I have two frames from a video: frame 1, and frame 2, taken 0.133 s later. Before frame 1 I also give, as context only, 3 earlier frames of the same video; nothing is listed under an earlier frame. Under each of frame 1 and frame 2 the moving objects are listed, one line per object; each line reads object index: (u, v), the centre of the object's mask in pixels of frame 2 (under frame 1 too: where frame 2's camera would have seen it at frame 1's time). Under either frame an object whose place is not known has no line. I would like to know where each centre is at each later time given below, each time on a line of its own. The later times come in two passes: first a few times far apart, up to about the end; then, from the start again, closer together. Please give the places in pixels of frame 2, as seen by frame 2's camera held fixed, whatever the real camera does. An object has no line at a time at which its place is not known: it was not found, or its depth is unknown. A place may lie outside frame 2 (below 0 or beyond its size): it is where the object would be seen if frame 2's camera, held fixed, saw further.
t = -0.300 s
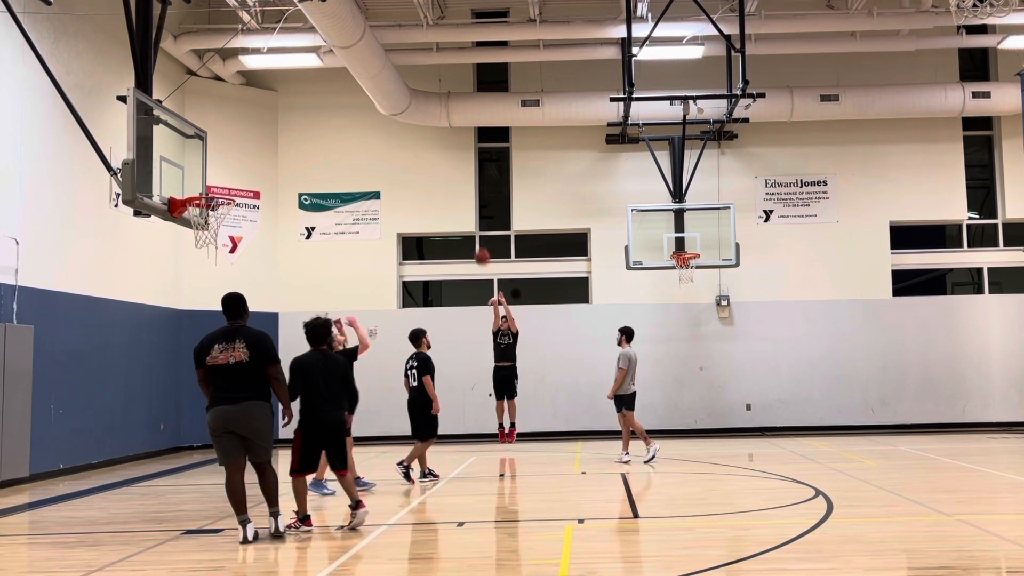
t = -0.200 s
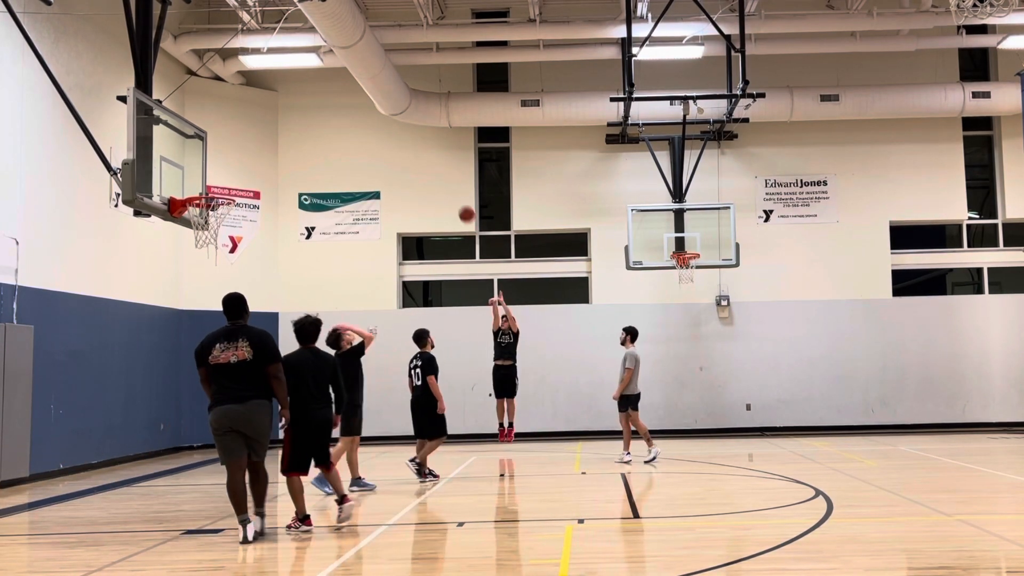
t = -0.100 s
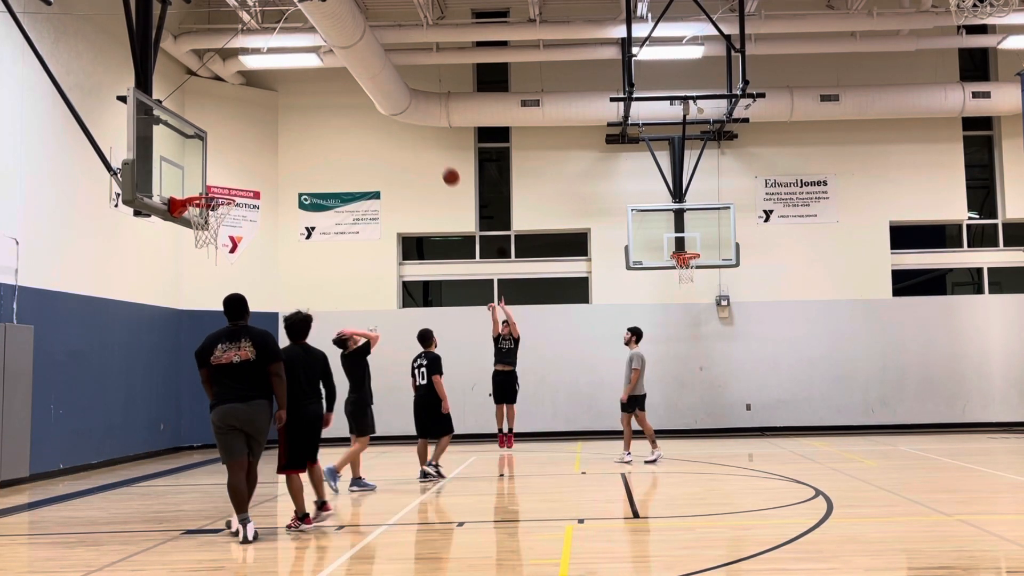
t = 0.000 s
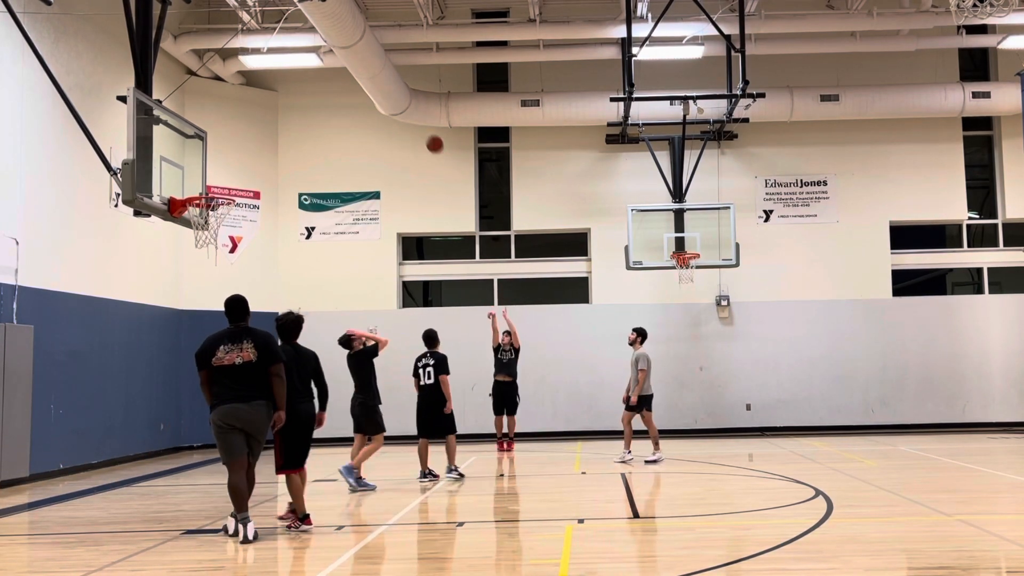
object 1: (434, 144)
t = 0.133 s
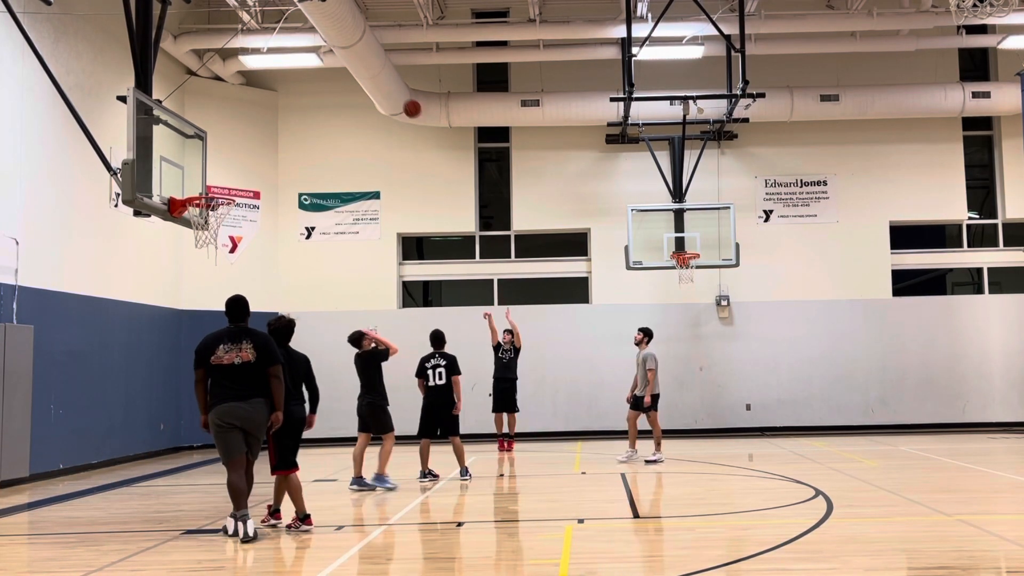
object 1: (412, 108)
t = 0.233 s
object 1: (394, 89)
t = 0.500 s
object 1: (343, 69)
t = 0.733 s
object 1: (292, 97)
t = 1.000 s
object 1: (222, 189)
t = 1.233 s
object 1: (196, 168)
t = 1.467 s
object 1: (245, 176)
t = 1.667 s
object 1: (286, 224)
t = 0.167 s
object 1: (407, 101)
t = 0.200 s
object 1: (400, 95)
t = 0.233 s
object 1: (394, 89)
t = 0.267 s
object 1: (388, 84)
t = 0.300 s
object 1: (382, 79)
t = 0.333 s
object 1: (376, 75)
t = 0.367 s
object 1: (369, 73)
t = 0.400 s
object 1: (363, 71)
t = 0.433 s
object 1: (356, 69)
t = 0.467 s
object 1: (350, 68)
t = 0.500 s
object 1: (343, 69)
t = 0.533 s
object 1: (336, 70)
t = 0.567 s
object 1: (329, 72)
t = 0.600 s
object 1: (322, 75)
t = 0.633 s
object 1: (314, 79)
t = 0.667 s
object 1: (307, 84)
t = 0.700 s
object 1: (299, 90)
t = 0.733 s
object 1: (292, 97)
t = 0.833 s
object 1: (267, 126)
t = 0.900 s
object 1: (250, 151)
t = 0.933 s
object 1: (241, 166)
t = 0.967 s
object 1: (232, 180)
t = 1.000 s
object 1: (222, 189)
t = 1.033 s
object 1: (208, 187)
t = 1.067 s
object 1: (195, 186)
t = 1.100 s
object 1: (184, 185)
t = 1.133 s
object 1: (176, 181)
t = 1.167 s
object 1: (182, 175)
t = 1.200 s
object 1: (189, 171)
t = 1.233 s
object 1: (196, 168)
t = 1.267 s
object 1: (203, 166)
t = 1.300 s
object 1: (210, 166)
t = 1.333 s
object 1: (217, 166)
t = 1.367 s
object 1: (224, 167)
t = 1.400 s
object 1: (231, 169)
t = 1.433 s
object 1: (238, 172)
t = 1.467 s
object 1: (245, 176)
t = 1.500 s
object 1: (252, 181)
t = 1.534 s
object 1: (259, 188)
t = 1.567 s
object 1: (266, 196)
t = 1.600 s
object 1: (273, 204)
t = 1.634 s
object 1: (280, 214)
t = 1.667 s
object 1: (286, 224)
